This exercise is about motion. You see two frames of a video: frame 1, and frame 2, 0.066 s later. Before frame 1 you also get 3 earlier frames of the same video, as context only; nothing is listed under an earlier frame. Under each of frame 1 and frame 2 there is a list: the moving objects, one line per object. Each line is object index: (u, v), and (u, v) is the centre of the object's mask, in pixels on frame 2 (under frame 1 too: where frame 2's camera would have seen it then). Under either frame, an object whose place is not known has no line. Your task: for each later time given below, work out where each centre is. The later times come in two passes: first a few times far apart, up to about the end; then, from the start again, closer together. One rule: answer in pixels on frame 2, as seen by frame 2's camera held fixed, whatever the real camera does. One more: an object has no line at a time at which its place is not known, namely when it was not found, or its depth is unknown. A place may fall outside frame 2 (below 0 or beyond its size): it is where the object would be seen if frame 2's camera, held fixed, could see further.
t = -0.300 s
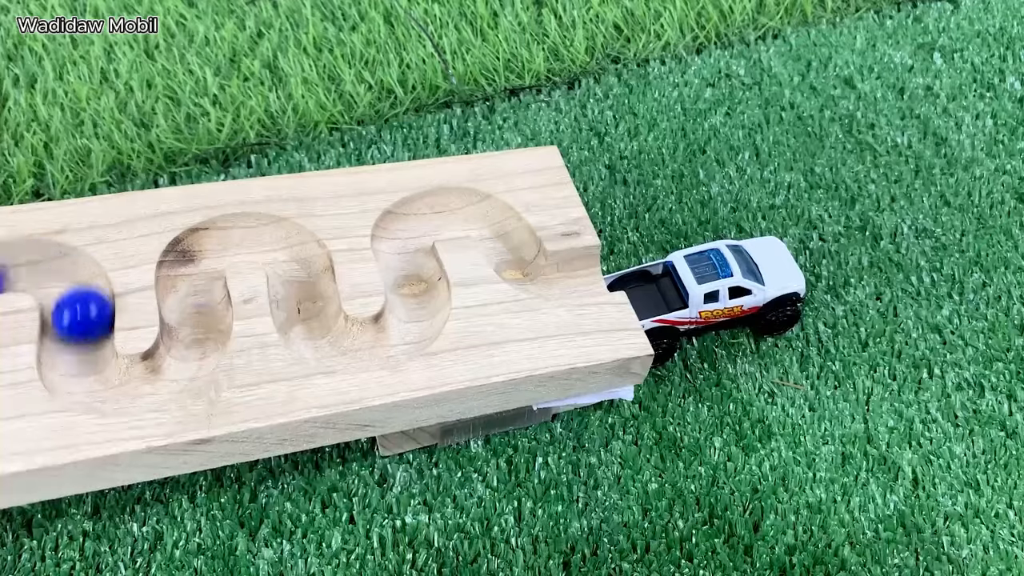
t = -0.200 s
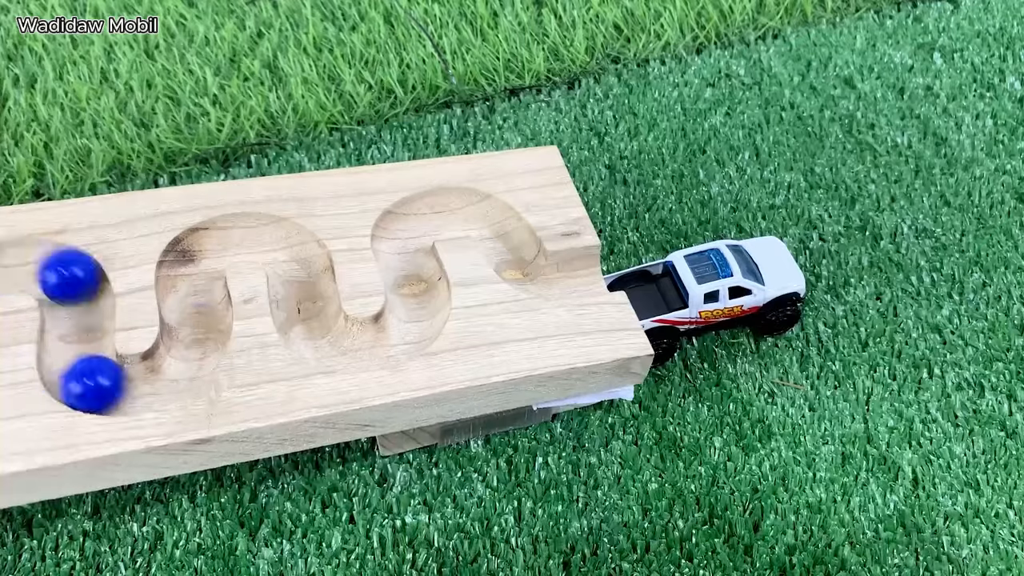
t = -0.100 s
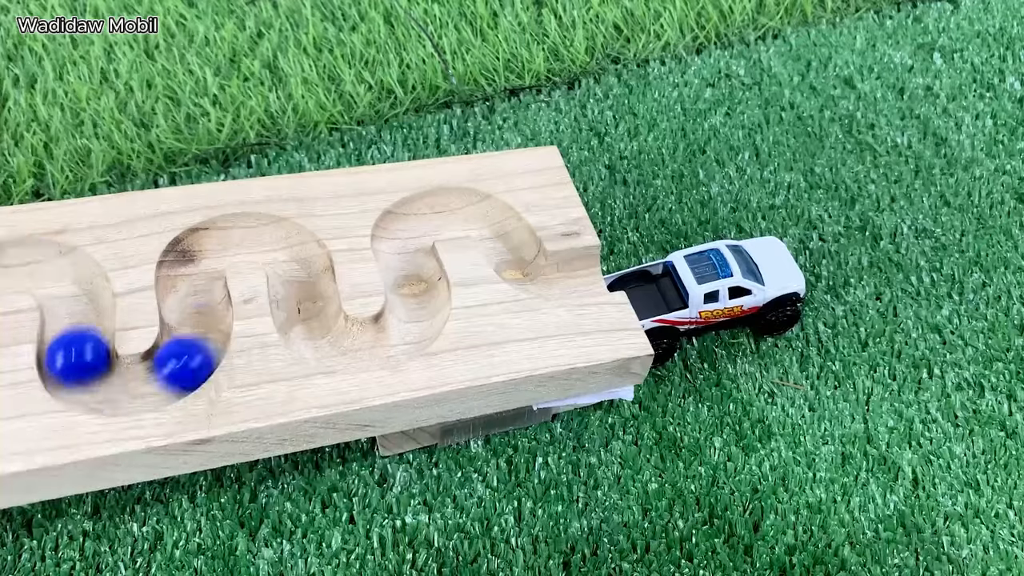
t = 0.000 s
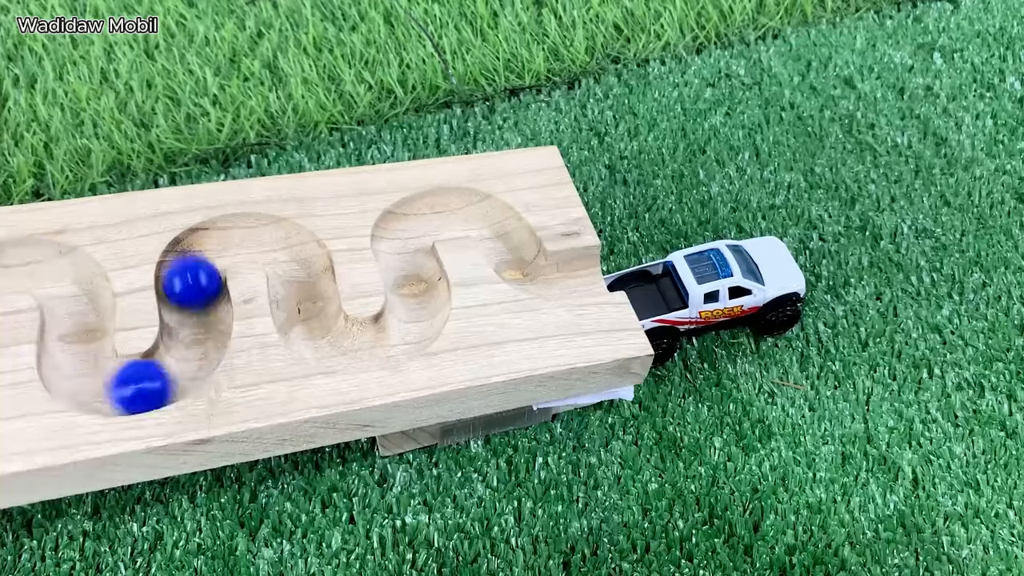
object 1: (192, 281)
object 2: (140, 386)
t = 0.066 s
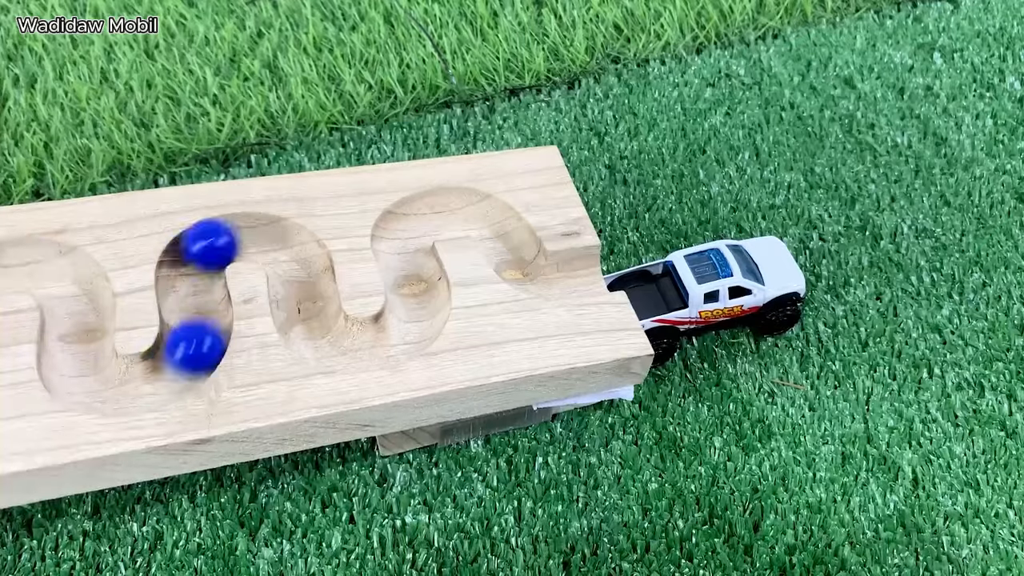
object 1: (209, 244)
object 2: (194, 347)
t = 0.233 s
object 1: (305, 300)
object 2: (229, 235)
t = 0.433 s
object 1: (421, 306)
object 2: (315, 334)
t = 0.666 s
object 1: (494, 219)
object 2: (399, 243)
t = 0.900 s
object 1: (646, 279)
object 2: (526, 270)
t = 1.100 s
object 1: (639, 241)
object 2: (668, 288)
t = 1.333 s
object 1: (637, 183)
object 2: (658, 283)
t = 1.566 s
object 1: (643, 123)
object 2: (657, 290)
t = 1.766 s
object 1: (637, 110)
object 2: (657, 290)
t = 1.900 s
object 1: (638, 114)
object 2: (657, 290)
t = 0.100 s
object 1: (237, 234)
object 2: (201, 319)
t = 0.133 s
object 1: (268, 237)
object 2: (195, 291)
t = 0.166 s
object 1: (294, 251)
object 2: (188, 263)
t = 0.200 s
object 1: (306, 274)
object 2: (202, 247)
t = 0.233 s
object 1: (305, 300)
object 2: (229, 235)
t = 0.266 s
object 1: (308, 324)
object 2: (260, 236)
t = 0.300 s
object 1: (321, 339)
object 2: (290, 246)
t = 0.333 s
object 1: (348, 348)
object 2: (305, 268)
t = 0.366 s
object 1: (378, 345)
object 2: (304, 295)
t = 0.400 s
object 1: (408, 330)
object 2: (305, 317)
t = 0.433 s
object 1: (421, 306)
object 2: (315, 334)
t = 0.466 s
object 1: (420, 281)
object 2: (337, 346)
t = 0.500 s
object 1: (405, 258)
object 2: (367, 347)
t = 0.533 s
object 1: (397, 236)
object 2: (398, 337)
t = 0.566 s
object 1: (410, 221)
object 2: (418, 316)
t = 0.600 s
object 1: (435, 210)
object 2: (422, 290)
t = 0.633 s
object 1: (465, 206)
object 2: (412, 267)
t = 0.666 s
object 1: (494, 219)
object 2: (399, 243)
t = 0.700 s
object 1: (513, 243)
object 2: (405, 225)
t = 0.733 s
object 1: (523, 267)
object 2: (423, 213)
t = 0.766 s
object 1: (542, 275)
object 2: (450, 208)
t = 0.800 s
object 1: (564, 276)
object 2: (479, 211)
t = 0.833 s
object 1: (589, 273)
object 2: (503, 228)
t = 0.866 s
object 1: (617, 268)
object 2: (518, 251)
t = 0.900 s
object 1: (646, 279)
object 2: (526, 270)
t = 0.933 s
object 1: (655, 277)
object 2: (547, 277)
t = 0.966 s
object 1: (644, 259)
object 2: (569, 276)
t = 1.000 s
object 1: (639, 256)
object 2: (597, 269)
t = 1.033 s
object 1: (645, 246)
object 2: (625, 265)
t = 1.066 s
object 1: (638, 244)
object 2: (652, 285)
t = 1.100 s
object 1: (639, 241)
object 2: (668, 288)
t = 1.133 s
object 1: (638, 250)
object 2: (658, 287)
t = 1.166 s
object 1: (643, 231)
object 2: (655, 283)
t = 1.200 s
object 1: (647, 218)
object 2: (654, 281)
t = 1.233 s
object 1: (647, 223)
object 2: (656, 279)
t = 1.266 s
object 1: (645, 203)
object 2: (658, 280)
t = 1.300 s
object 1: (641, 197)
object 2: (659, 281)
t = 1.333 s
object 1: (637, 183)
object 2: (658, 283)
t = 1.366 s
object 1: (634, 172)
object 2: (657, 284)
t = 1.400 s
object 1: (634, 160)
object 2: (657, 285)
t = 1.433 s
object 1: (635, 152)
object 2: (656, 285)
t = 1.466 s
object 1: (638, 144)
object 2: (656, 287)
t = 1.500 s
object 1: (640, 136)
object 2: (657, 288)
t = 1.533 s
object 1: (642, 129)
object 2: (657, 290)
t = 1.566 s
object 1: (643, 123)
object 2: (657, 290)
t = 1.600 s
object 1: (641, 118)
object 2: (657, 290)
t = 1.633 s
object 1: (639, 114)
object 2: (657, 290)
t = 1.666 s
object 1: (637, 111)
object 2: (657, 290)
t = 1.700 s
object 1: (636, 109)
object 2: (657, 290)
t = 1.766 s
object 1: (637, 110)
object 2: (657, 290)
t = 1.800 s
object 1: (637, 111)
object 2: (657, 290)
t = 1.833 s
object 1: (637, 112)
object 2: (657, 290)
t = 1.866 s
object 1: (637, 113)
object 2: (657, 290)
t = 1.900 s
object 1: (638, 114)
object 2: (657, 290)
